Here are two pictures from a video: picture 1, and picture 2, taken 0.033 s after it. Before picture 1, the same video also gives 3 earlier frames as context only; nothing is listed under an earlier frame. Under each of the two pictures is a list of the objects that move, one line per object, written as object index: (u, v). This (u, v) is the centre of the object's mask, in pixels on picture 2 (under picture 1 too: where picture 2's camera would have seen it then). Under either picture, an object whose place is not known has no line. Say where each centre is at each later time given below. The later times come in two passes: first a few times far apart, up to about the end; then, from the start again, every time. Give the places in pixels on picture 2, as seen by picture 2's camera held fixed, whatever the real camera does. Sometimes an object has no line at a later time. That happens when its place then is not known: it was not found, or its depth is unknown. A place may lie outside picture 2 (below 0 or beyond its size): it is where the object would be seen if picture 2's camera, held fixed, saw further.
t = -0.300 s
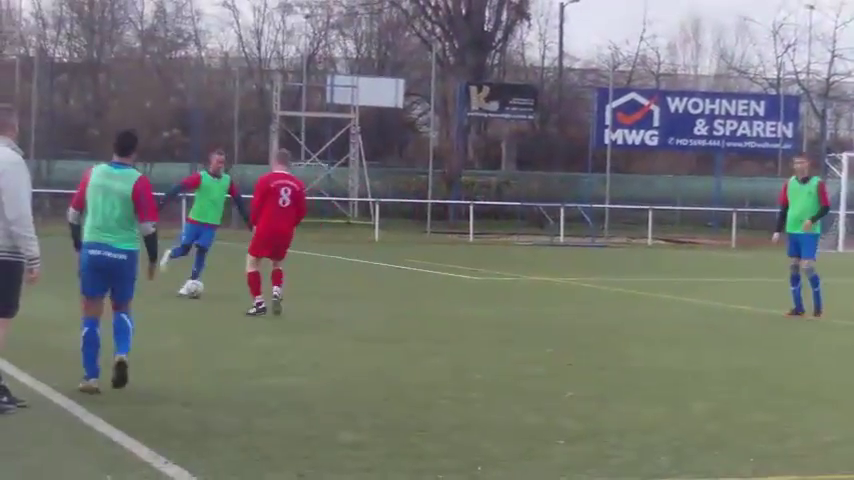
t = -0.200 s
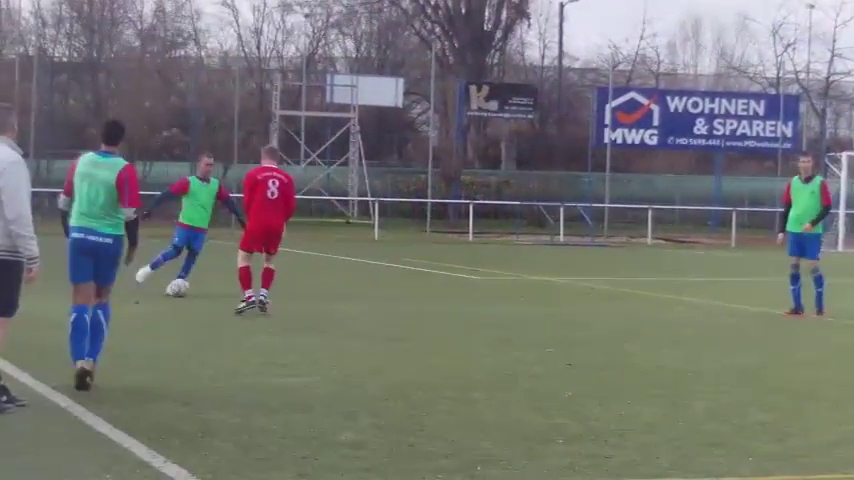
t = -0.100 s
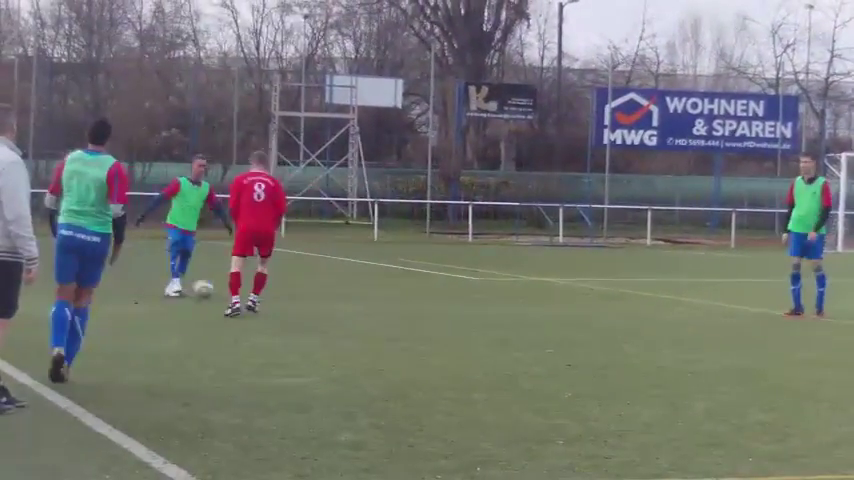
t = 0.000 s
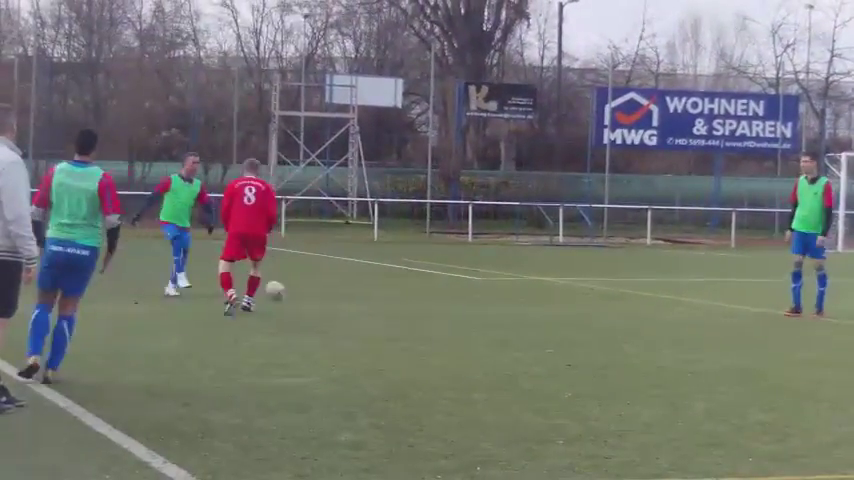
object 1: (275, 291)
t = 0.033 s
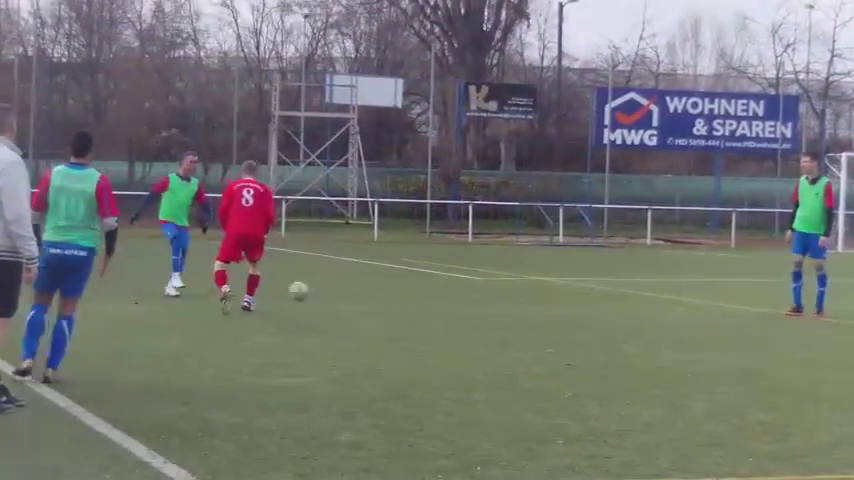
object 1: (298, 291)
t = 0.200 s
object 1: (409, 295)
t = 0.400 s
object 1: (524, 298)
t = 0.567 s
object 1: (607, 302)
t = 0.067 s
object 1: (321, 292)
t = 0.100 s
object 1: (343, 292)
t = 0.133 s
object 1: (365, 294)
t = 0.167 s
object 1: (387, 295)
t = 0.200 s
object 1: (409, 295)
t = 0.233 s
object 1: (429, 296)
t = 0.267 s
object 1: (449, 296)
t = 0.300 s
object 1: (468, 296)
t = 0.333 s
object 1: (487, 297)
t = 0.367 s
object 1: (506, 298)
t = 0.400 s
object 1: (524, 298)
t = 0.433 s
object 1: (541, 300)
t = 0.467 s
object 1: (559, 300)
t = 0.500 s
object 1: (574, 300)
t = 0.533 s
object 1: (592, 300)
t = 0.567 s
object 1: (607, 302)
